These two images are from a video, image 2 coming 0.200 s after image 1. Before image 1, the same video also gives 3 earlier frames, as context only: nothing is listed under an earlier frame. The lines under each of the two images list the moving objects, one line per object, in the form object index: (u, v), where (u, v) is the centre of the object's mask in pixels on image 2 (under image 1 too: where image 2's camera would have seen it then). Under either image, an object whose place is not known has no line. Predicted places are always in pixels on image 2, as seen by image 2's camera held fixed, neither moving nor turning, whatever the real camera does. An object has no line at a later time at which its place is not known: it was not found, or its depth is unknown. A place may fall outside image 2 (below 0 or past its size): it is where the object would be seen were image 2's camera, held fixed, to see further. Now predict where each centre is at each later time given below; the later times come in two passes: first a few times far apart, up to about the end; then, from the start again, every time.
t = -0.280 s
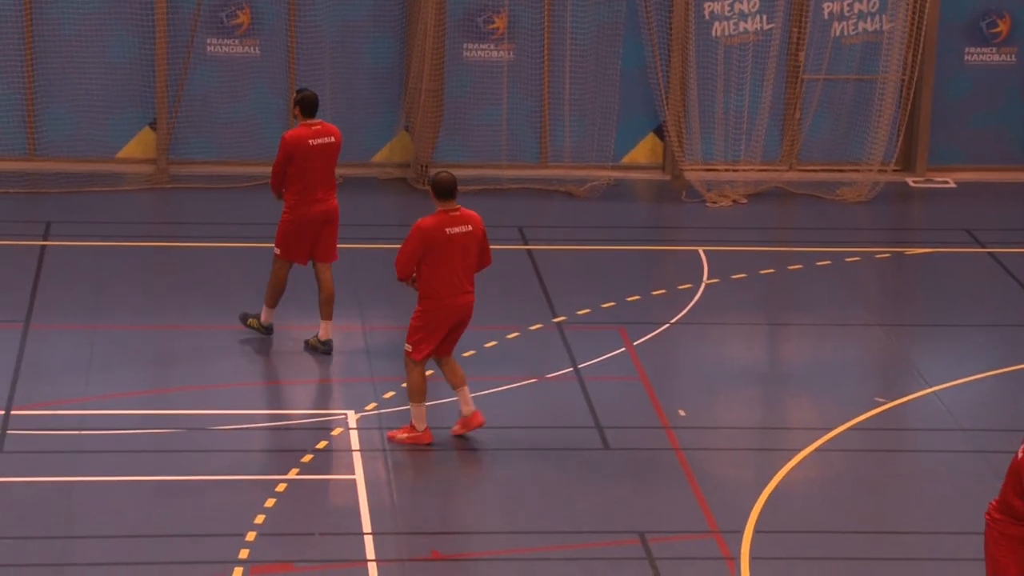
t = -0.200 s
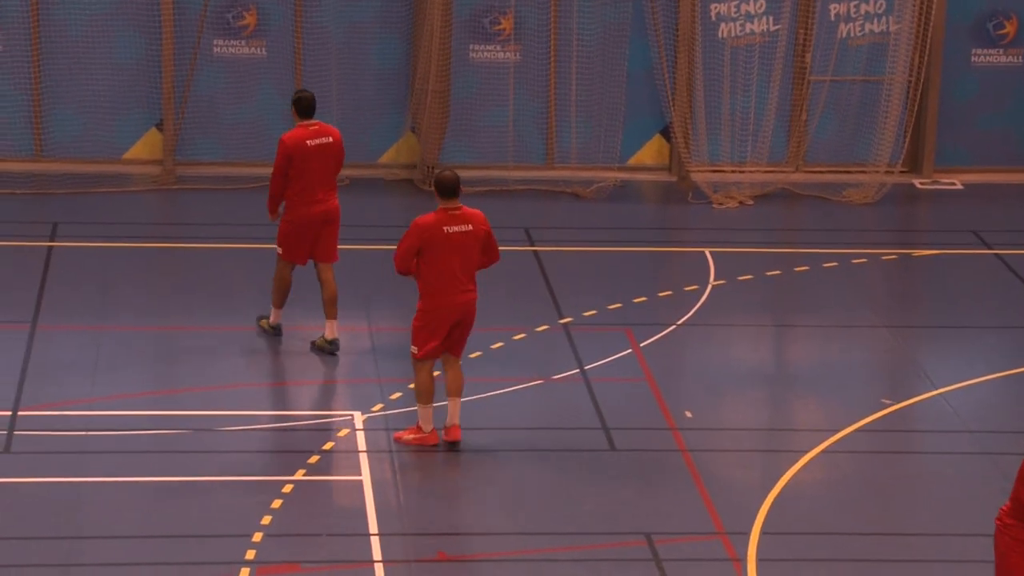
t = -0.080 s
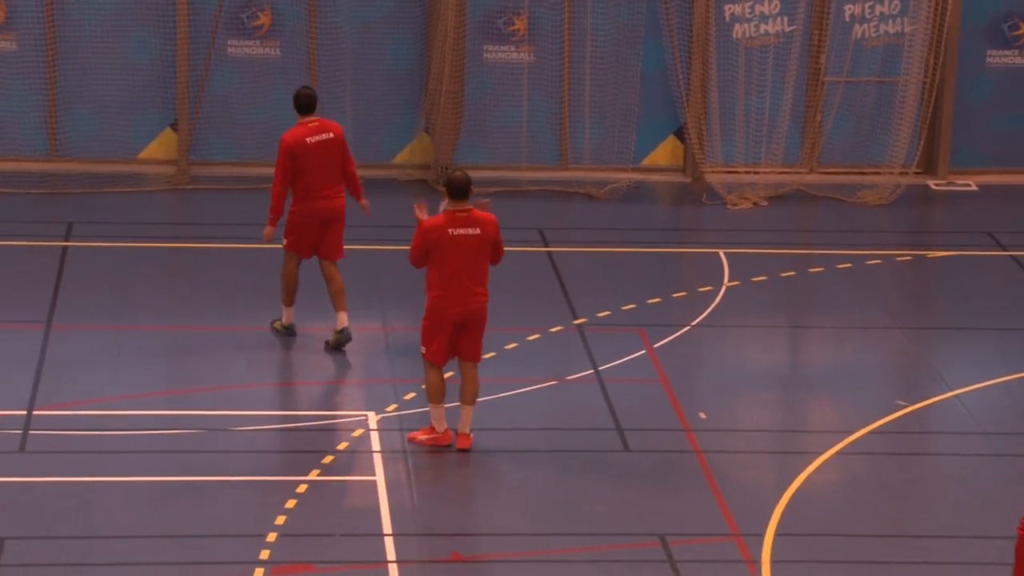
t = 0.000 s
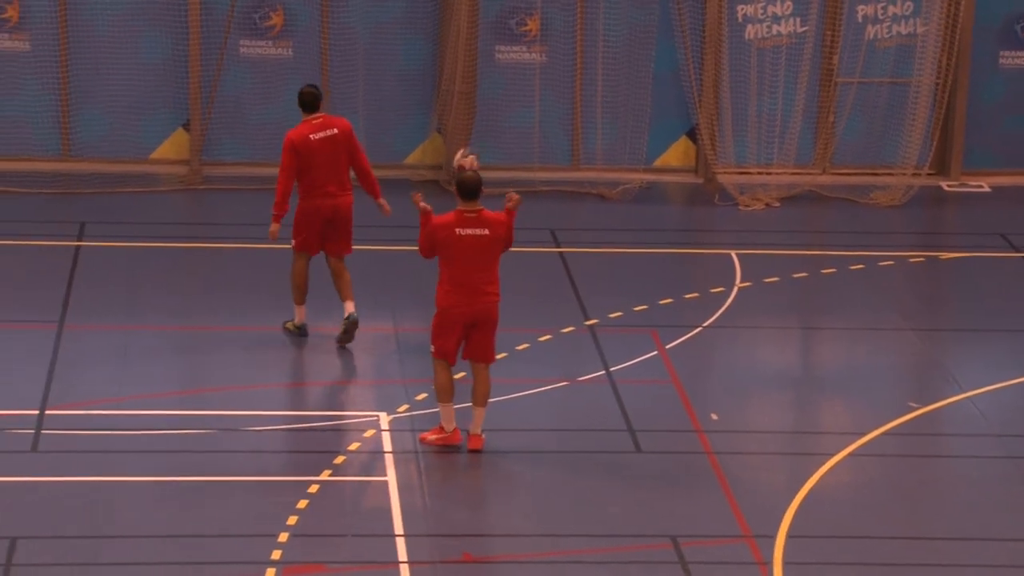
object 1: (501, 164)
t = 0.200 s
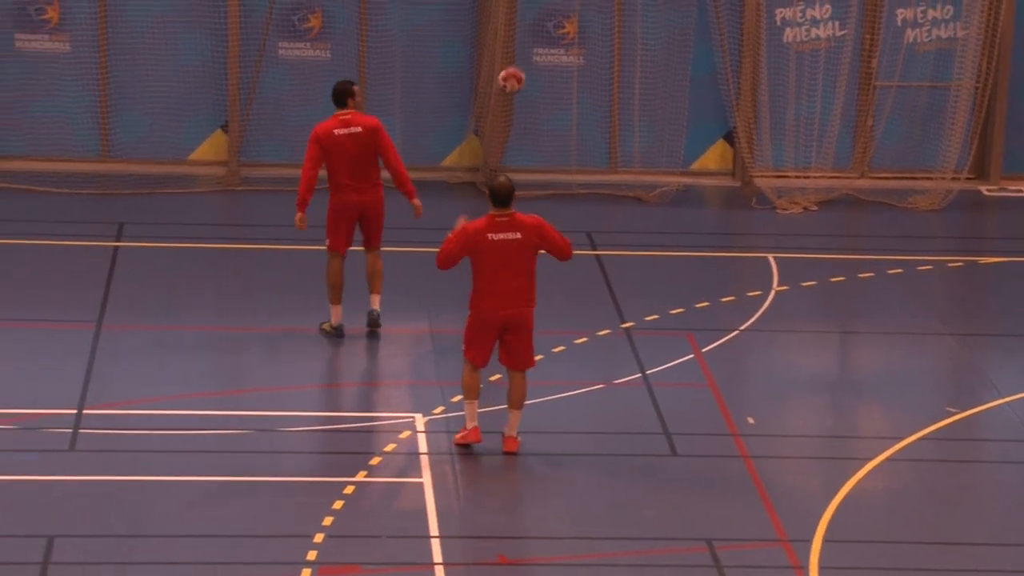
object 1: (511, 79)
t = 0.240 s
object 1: (512, 70)
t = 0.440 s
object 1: (519, 53)
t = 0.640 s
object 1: (523, 92)
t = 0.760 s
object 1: (524, 143)
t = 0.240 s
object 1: (512, 70)
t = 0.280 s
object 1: (514, 60)
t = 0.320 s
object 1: (515, 56)
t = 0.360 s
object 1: (517, 53)
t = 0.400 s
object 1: (518, 51)
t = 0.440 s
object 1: (519, 53)
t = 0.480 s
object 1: (520, 56)
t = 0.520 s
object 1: (521, 62)
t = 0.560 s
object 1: (522, 69)
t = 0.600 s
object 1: (523, 79)
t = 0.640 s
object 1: (523, 92)
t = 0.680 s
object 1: (524, 106)
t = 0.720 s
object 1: (525, 123)
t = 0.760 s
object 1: (524, 143)
